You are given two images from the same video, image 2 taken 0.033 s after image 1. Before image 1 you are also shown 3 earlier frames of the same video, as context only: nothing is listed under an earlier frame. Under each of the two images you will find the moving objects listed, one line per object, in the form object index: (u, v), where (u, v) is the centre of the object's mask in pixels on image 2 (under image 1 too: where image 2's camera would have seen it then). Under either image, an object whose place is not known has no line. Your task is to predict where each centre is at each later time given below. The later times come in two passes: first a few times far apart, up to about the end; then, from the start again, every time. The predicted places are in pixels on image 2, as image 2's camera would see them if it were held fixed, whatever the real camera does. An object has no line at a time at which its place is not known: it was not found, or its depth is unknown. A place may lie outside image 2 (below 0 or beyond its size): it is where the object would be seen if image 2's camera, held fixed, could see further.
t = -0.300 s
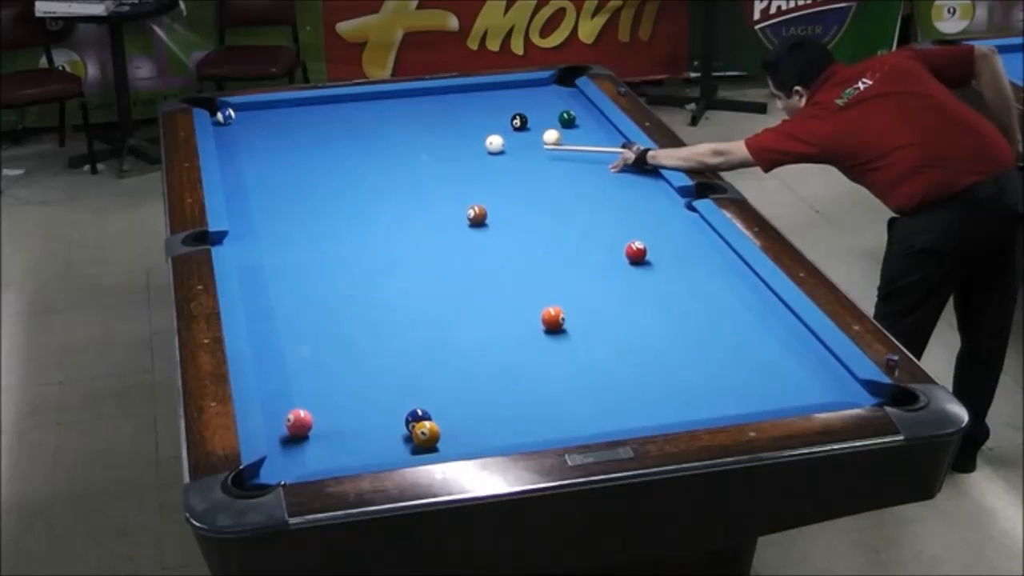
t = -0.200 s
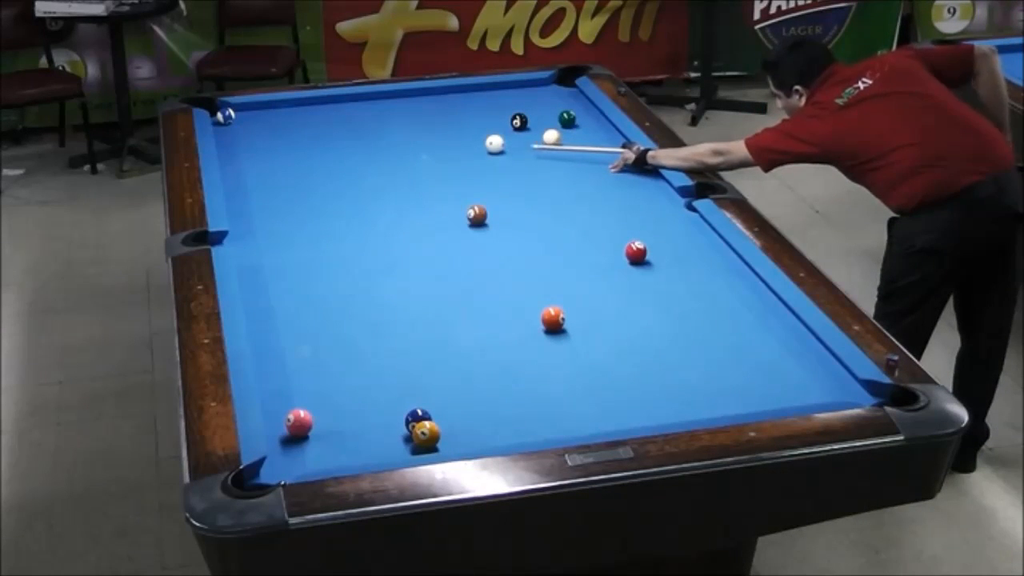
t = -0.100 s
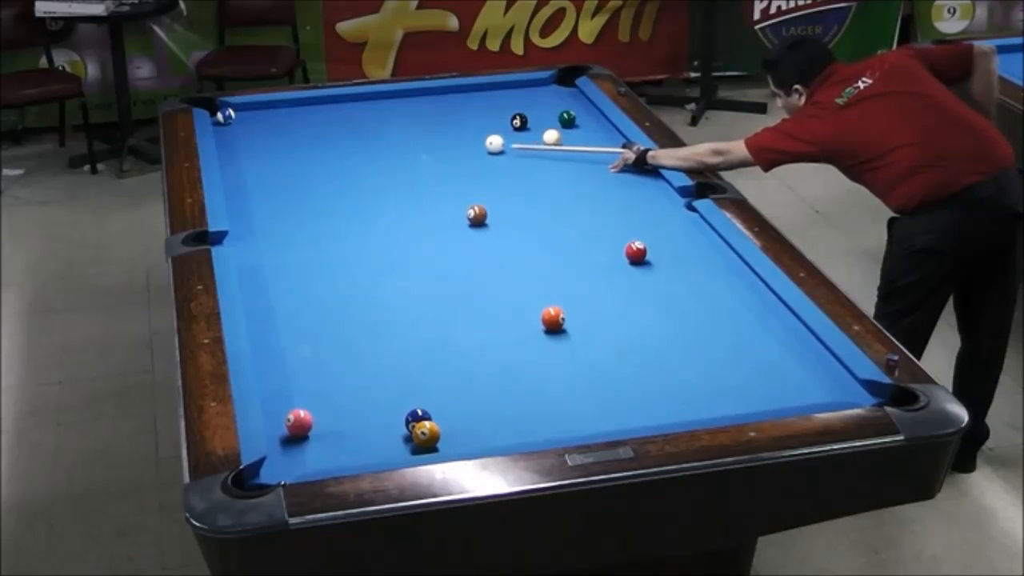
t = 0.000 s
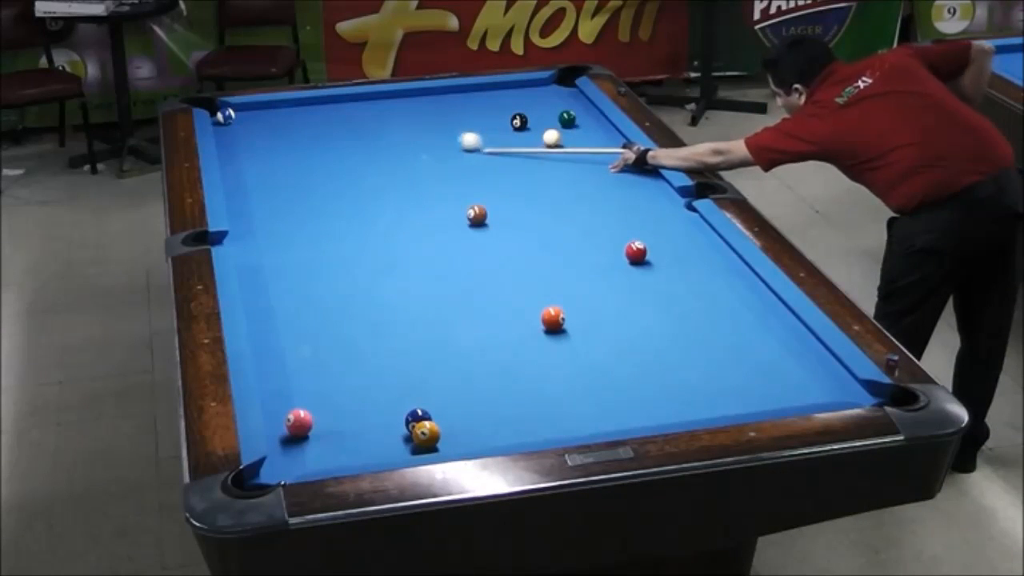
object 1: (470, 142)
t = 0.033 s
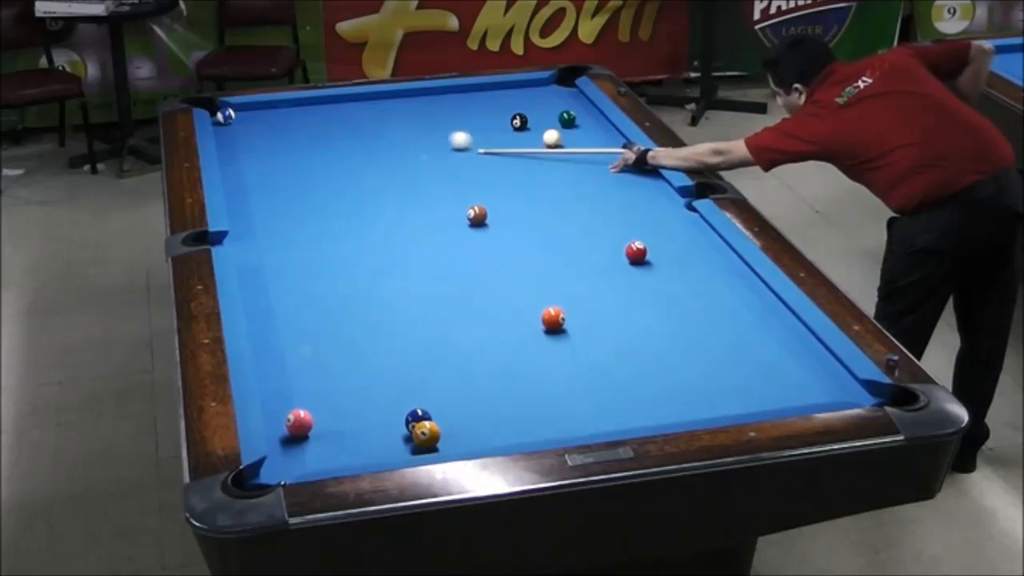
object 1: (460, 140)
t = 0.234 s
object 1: (414, 136)
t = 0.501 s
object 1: (358, 131)
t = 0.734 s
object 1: (313, 128)
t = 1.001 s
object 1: (264, 123)
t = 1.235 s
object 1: (224, 120)
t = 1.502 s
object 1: (235, 122)
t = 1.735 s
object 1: (251, 123)
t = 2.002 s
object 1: (267, 124)
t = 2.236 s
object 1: (281, 125)
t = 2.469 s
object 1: (293, 126)
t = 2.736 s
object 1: (305, 127)
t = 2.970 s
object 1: (314, 128)
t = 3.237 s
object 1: (322, 128)
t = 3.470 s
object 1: (329, 128)
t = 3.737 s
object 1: (334, 129)
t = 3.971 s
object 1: (338, 129)
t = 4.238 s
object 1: (340, 129)
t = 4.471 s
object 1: (341, 129)
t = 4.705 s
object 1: (341, 129)
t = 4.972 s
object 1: (341, 128)
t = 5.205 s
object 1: (341, 129)
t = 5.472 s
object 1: (341, 129)
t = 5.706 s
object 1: (341, 129)
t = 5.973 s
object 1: (341, 129)
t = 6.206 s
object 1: (341, 129)
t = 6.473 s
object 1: (341, 129)
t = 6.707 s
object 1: (341, 129)
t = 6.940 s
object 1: (341, 129)
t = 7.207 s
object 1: (341, 129)
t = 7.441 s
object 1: (341, 129)
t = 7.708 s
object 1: (341, 128)
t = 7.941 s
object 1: (341, 129)
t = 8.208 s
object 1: (341, 129)
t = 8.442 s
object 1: (341, 129)
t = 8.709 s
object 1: (341, 128)
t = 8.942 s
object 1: (341, 128)
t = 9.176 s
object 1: (341, 128)
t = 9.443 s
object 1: (341, 128)
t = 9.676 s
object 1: (341, 128)
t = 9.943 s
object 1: (341, 129)
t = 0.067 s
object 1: (451, 139)
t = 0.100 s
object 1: (443, 139)
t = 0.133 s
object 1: (436, 138)
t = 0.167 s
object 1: (428, 138)
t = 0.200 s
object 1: (421, 137)
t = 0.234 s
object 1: (414, 136)
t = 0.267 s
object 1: (407, 136)
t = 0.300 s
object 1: (400, 135)
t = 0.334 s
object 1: (393, 135)
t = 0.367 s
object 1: (386, 134)
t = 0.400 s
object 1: (379, 133)
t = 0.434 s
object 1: (372, 133)
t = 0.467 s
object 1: (365, 132)
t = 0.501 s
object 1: (358, 131)
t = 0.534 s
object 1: (352, 131)
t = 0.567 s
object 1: (345, 130)
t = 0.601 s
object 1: (339, 130)
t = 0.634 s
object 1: (332, 129)
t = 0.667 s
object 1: (326, 129)
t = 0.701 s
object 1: (319, 128)
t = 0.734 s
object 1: (313, 128)
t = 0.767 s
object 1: (307, 127)
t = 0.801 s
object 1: (300, 126)
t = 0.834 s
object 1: (294, 125)
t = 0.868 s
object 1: (288, 125)
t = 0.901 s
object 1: (282, 125)
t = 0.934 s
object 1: (276, 124)
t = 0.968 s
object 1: (270, 124)
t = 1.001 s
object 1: (264, 123)
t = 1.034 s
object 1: (258, 123)
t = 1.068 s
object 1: (252, 122)
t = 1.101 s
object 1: (246, 122)
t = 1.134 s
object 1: (241, 121)
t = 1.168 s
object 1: (235, 121)
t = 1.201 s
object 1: (230, 120)
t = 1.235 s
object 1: (224, 120)
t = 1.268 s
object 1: (220, 121)
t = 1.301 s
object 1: (221, 122)
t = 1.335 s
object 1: (223, 121)
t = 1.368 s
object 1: (226, 122)
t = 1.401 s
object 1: (228, 122)
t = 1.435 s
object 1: (230, 122)
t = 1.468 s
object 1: (233, 122)
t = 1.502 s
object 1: (235, 122)
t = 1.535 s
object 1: (237, 122)
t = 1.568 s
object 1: (240, 123)
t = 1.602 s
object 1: (242, 123)
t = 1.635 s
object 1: (244, 123)
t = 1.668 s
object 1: (247, 123)
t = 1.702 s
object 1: (249, 123)
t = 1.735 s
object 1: (251, 123)
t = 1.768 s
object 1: (253, 124)
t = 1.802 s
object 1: (255, 124)
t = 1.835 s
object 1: (257, 124)
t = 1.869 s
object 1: (260, 124)
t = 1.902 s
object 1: (262, 124)
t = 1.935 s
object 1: (263, 124)
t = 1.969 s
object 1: (266, 124)
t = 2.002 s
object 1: (267, 124)
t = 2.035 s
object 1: (269, 124)
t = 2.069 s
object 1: (272, 125)
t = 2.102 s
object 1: (274, 125)
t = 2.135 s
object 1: (275, 125)
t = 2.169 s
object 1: (277, 125)
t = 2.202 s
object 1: (279, 125)
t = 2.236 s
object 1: (281, 125)
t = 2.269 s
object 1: (283, 125)
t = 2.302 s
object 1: (284, 125)
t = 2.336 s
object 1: (286, 126)
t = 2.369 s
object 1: (288, 126)
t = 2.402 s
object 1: (289, 126)
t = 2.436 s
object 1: (291, 126)
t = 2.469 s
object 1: (293, 126)
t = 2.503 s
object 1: (294, 126)
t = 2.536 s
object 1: (296, 126)
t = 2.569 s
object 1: (297, 126)
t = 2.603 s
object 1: (299, 127)
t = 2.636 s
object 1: (300, 127)
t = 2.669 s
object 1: (302, 127)
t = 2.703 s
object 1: (303, 127)
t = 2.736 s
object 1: (305, 127)
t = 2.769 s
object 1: (306, 127)
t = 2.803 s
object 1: (307, 127)
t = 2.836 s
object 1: (308, 127)
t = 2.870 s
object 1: (310, 127)
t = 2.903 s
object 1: (311, 127)
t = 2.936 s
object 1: (312, 128)
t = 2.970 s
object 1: (314, 128)
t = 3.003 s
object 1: (315, 128)
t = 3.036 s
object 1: (316, 128)
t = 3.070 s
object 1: (317, 128)
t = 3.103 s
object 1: (318, 128)
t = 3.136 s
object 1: (319, 128)
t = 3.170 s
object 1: (320, 128)
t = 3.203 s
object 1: (321, 128)
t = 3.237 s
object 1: (322, 128)
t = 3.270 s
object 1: (323, 128)
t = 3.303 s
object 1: (325, 129)
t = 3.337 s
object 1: (325, 128)
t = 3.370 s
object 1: (326, 128)
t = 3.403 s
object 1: (327, 128)
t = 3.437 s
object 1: (328, 128)
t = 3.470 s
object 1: (329, 128)
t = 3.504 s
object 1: (330, 129)
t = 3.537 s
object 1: (330, 129)
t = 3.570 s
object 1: (331, 128)
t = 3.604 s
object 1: (332, 129)
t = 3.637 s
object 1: (332, 129)
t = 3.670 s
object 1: (333, 129)
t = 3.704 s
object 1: (334, 129)
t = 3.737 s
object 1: (334, 129)
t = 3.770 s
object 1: (335, 129)
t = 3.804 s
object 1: (336, 129)
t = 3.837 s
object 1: (336, 129)
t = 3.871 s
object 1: (337, 129)
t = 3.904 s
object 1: (337, 129)
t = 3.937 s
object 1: (338, 129)
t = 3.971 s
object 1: (338, 129)
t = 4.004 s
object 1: (338, 129)
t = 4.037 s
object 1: (339, 129)
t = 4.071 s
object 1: (339, 129)
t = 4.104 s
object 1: (339, 129)
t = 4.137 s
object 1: (339, 129)
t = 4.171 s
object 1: (340, 129)
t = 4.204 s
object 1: (340, 129)
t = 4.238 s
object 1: (340, 129)
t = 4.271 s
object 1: (340, 129)
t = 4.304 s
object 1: (341, 129)
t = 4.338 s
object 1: (341, 129)
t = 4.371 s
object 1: (341, 129)
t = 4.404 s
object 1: (341, 129)
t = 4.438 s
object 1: (341, 129)
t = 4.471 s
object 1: (341, 129)
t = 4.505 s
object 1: (341, 129)
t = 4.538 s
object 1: (341, 129)
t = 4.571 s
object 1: (341, 129)
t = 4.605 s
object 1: (341, 129)
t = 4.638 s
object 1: (341, 129)
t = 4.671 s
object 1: (341, 129)
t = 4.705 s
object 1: (341, 129)
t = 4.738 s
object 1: (341, 129)
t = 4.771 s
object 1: (341, 129)
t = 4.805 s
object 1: (341, 129)
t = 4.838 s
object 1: (341, 129)
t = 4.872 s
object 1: (341, 129)
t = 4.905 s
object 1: (341, 129)
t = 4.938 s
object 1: (341, 129)
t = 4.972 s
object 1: (341, 128)
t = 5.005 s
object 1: (341, 129)
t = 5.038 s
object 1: (341, 129)
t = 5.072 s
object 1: (341, 129)
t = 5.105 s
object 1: (341, 129)
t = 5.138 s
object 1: (341, 129)
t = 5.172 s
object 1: (341, 129)
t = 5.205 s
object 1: (341, 129)
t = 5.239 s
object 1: (341, 129)
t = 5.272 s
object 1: (341, 129)
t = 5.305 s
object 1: (341, 129)
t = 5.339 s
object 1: (341, 129)
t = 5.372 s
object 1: (341, 129)
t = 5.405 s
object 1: (341, 129)
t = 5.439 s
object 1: (341, 129)
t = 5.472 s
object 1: (341, 129)
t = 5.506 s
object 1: (341, 129)
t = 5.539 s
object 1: (341, 129)
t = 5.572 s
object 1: (341, 129)
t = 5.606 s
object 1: (341, 129)
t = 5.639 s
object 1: (341, 129)
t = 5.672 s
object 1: (341, 129)
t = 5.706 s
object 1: (341, 129)
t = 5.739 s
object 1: (341, 129)
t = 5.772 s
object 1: (341, 129)
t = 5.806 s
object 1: (341, 129)
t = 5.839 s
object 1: (341, 129)
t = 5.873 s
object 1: (341, 129)
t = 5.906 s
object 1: (341, 129)
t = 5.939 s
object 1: (341, 129)
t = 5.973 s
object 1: (341, 129)
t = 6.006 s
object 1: (341, 129)
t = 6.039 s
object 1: (341, 129)
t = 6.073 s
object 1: (341, 129)
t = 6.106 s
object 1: (341, 129)
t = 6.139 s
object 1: (341, 129)
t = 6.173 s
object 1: (341, 129)
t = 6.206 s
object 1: (341, 129)
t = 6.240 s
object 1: (341, 129)
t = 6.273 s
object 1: (341, 129)
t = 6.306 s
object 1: (341, 129)
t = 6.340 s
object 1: (341, 129)
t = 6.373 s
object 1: (341, 128)
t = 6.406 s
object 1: (341, 128)
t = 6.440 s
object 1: (341, 129)
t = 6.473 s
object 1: (341, 129)
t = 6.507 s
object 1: (341, 129)
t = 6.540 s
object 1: (341, 129)
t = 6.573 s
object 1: (341, 129)
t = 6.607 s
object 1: (341, 128)
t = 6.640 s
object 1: (341, 129)
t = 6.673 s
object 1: (341, 129)
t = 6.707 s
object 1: (341, 129)
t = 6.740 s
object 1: (341, 129)
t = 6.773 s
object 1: (341, 129)
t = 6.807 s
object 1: (341, 129)
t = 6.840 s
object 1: (341, 129)
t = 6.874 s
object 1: (341, 129)
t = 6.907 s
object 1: (341, 129)
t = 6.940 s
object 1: (341, 129)
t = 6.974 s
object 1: (341, 129)
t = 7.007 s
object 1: (341, 129)
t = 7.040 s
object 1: (341, 129)
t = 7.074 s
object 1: (341, 128)
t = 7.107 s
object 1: (341, 129)
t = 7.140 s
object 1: (341, 129)
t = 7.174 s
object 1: (341, 129)
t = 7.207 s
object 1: (341, 129)
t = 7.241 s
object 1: (341, 129)
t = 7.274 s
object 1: (341, 129)
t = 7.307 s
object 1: (341, 129)
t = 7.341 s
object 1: (341, 129)
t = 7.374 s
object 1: (341, 129)
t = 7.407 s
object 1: (341, 129)
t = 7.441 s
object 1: (341, 129)
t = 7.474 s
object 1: (341, 129)
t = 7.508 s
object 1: (341, 129)
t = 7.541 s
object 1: (341, 129)
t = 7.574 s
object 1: (341, 129)
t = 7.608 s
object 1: (341, 129)
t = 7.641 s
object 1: (341, 128)
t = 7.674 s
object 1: (341, 128)
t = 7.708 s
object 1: (341, 128)
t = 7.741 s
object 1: (341, 129)
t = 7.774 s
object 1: (341, 129)
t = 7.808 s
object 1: (341, 129)
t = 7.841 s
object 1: (341, 129)
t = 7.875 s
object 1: (341, 129)
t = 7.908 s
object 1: (341, 129)
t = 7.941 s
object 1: (341, 129)
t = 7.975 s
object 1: (341, 129)
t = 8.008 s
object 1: (341, 129)
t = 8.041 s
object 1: (341, 129)
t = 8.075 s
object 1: (341, 129)
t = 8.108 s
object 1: (341, 129)
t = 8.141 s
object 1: (341, 129)
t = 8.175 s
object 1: (341, 129)
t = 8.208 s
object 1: (341, 129)
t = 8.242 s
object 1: (341, 129)
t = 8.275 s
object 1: (341, 129)
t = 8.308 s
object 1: (341, 129)
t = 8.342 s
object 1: (341, 129)
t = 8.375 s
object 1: (341, 128)
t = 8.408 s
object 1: (341, 129)
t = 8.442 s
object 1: (341, 129)
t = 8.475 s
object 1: (341, 129)
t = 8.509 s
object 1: (341, 129)
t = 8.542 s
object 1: (341, 128)
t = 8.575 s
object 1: (341, 128)
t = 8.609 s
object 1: (341, 128)
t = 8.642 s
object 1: (341, 128)
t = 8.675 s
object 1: (341, 128)
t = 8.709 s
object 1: (341, 128)
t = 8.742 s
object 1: (341, 128)
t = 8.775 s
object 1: (341, 128)
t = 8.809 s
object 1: (341, 128)
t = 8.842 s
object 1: (341, 128)
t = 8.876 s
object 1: (341, 128)
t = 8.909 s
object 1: (341, 128)
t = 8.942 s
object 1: (341, 128)
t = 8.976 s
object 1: (341, 128)
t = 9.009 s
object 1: (341, 128)
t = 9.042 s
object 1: (341, 128)
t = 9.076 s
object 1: (341, 128)
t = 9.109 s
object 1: (341, 128)
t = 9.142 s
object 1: (341, 128)
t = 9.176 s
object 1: (341, 128)
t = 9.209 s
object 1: (341, 128)
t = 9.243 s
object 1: (341, 128)
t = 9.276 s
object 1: (341, 128)
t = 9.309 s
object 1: (341, 128)
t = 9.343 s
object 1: (341, 128)
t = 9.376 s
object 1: (341, 128)
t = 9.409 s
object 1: (341, 128)
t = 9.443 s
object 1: (341, 128)
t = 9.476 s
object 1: (341, 129)
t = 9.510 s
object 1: (341, 129)
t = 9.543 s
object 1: (341, 129)
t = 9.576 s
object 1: (341, 129)
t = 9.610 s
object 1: (341, 128)
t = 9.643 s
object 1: (341, 128)
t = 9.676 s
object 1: (341, 128)
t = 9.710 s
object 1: (341, 128)
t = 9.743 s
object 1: (341, 128)
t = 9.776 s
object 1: (341, 128)
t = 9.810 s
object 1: (341, 128)
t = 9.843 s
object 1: (341, 128)
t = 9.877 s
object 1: (341, 128)
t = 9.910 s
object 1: (341, 129)
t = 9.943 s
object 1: (341, 129)
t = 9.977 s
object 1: (341, 128)
